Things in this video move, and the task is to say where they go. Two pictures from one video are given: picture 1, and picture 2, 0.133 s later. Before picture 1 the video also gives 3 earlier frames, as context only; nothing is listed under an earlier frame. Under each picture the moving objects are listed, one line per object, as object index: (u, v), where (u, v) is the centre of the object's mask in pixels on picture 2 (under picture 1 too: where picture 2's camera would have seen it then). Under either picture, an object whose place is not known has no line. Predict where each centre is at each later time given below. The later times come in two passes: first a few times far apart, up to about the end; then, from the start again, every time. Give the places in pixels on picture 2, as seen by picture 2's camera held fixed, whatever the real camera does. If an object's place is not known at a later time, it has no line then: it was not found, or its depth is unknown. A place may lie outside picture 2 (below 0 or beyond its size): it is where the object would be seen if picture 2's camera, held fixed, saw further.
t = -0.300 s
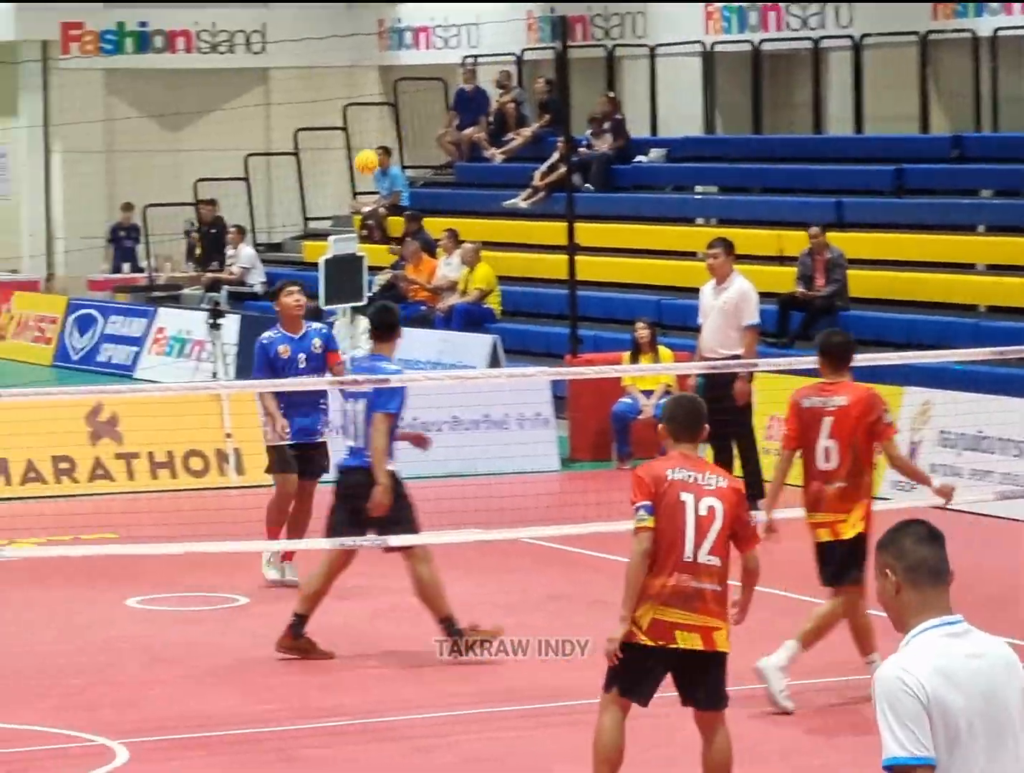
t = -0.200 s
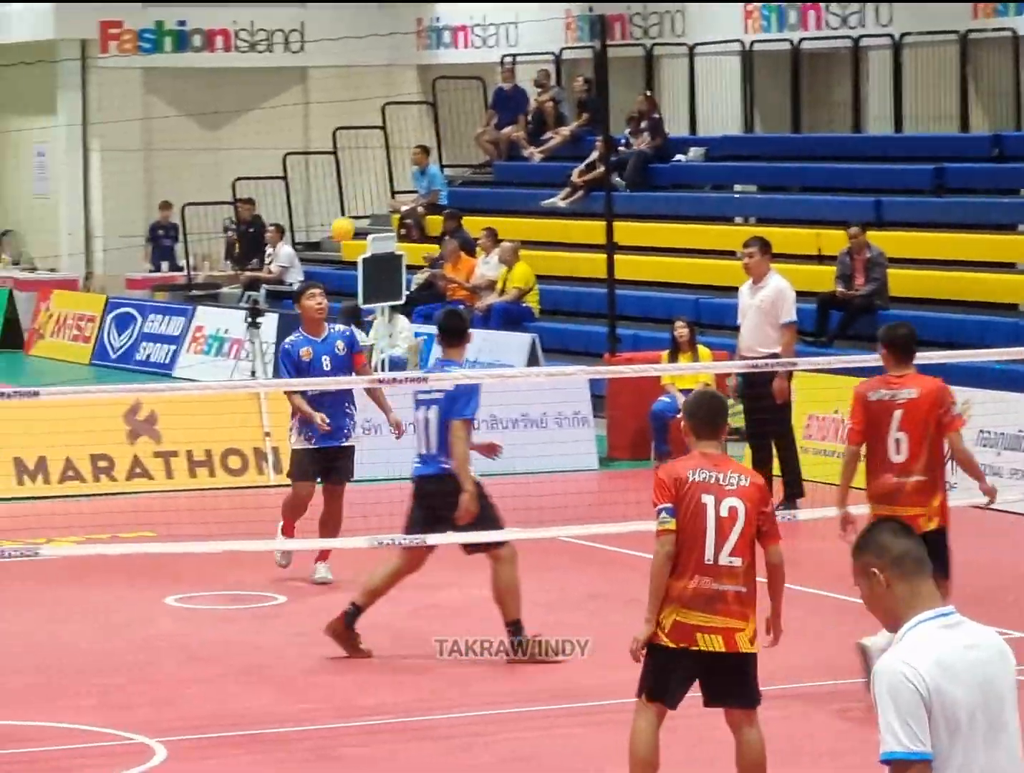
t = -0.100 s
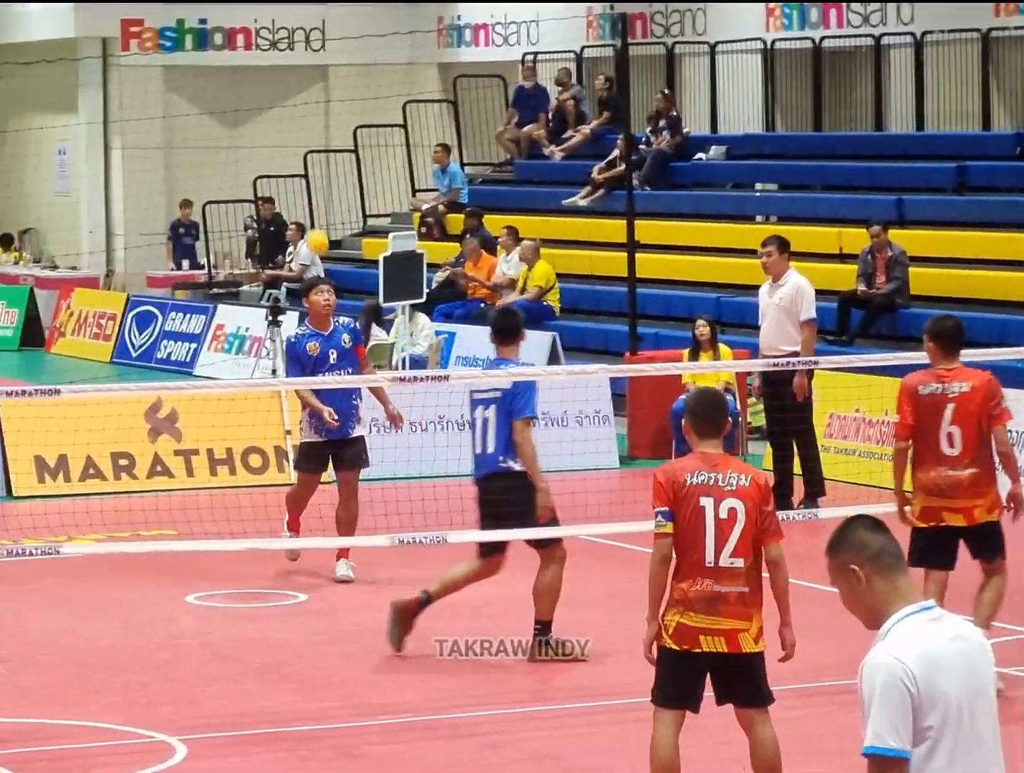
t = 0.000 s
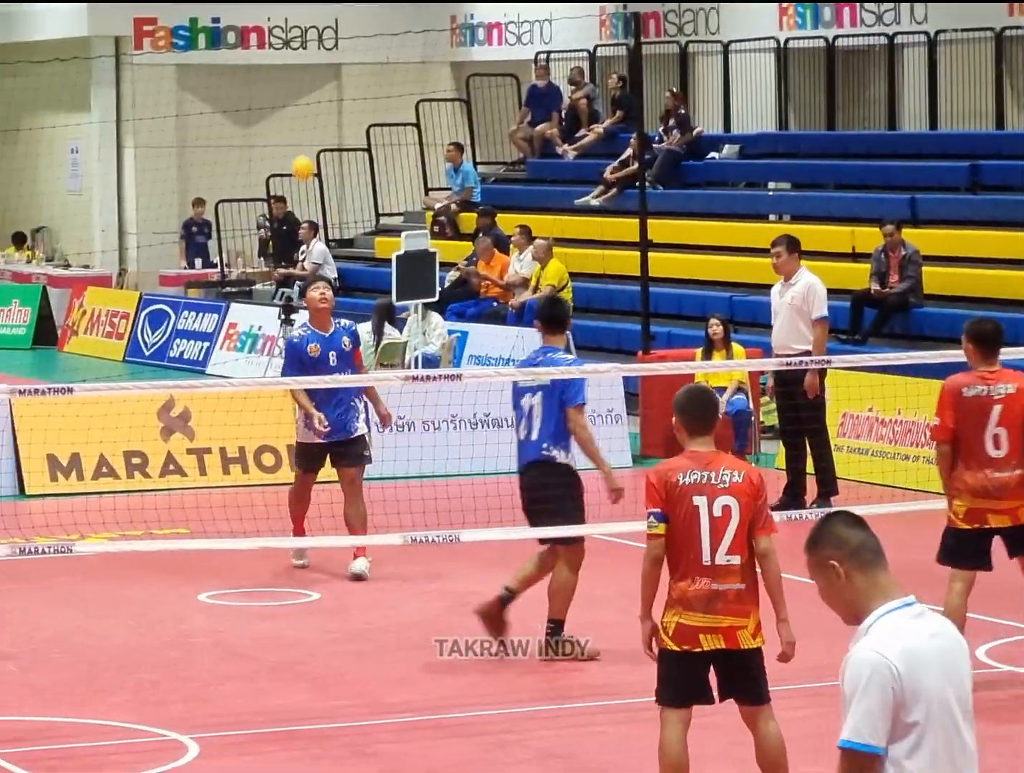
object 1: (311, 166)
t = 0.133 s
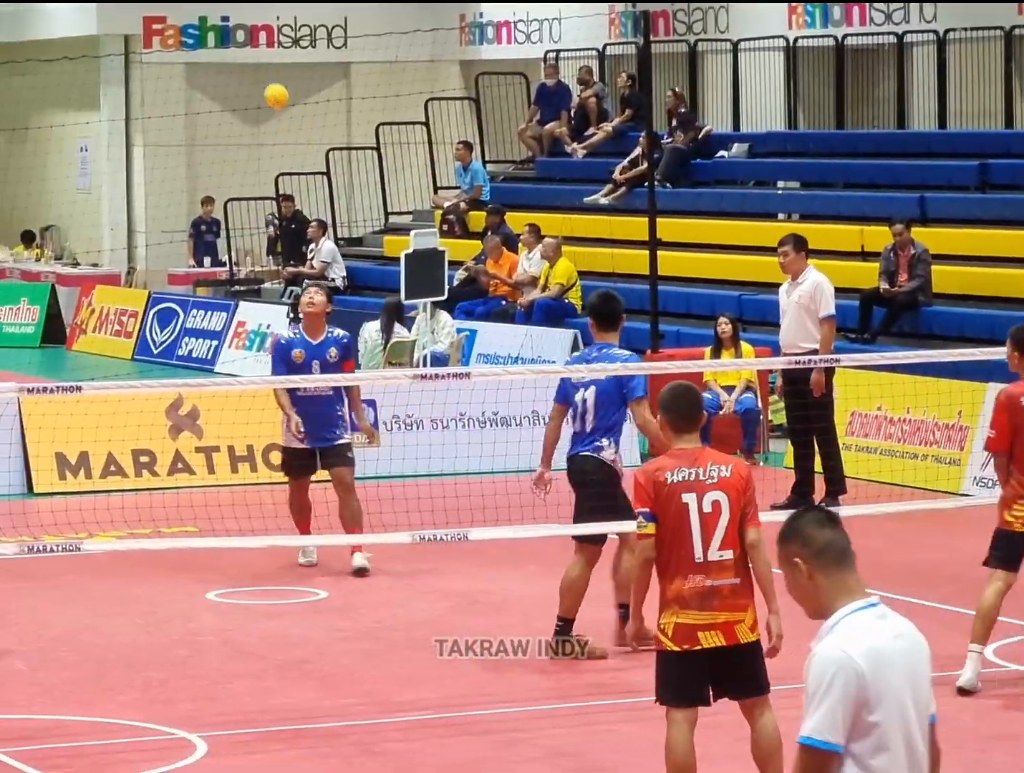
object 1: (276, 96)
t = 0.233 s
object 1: (250, 62)
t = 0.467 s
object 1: (188, 48)
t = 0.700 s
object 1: (128, 129)
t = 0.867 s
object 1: (87, 244)
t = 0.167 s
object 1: (267, 83)
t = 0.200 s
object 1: (259, 72)
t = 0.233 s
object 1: (250, 62)
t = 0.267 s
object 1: (241, 55)
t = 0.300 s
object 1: (232, 49)
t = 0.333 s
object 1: (223, 46)
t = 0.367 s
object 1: (214, 43)
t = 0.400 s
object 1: (206, 43)
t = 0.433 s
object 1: (197, 45)
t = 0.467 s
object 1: (188, 48)
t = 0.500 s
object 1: (179, 54)
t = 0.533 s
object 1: (171, 62)
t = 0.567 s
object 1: (162, 71)
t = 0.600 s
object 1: (153, 83)
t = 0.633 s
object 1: (145, 96)
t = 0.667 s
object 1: (136, 112)
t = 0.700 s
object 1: (128, 129)
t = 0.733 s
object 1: (120, 148)
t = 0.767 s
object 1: (111, 169)
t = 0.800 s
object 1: (103, 192)
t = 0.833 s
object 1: (94, 217)
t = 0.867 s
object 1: (87, 244)
